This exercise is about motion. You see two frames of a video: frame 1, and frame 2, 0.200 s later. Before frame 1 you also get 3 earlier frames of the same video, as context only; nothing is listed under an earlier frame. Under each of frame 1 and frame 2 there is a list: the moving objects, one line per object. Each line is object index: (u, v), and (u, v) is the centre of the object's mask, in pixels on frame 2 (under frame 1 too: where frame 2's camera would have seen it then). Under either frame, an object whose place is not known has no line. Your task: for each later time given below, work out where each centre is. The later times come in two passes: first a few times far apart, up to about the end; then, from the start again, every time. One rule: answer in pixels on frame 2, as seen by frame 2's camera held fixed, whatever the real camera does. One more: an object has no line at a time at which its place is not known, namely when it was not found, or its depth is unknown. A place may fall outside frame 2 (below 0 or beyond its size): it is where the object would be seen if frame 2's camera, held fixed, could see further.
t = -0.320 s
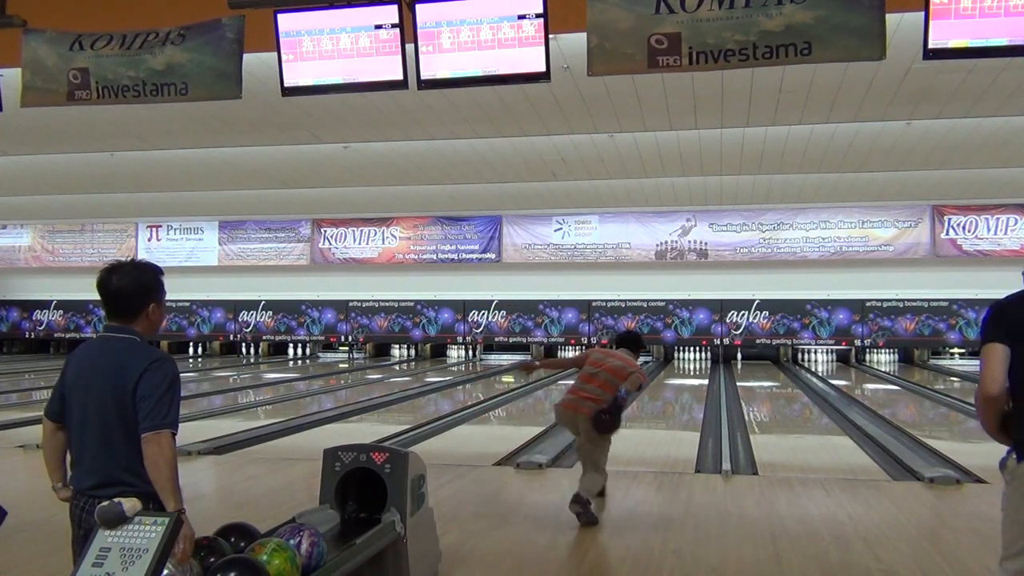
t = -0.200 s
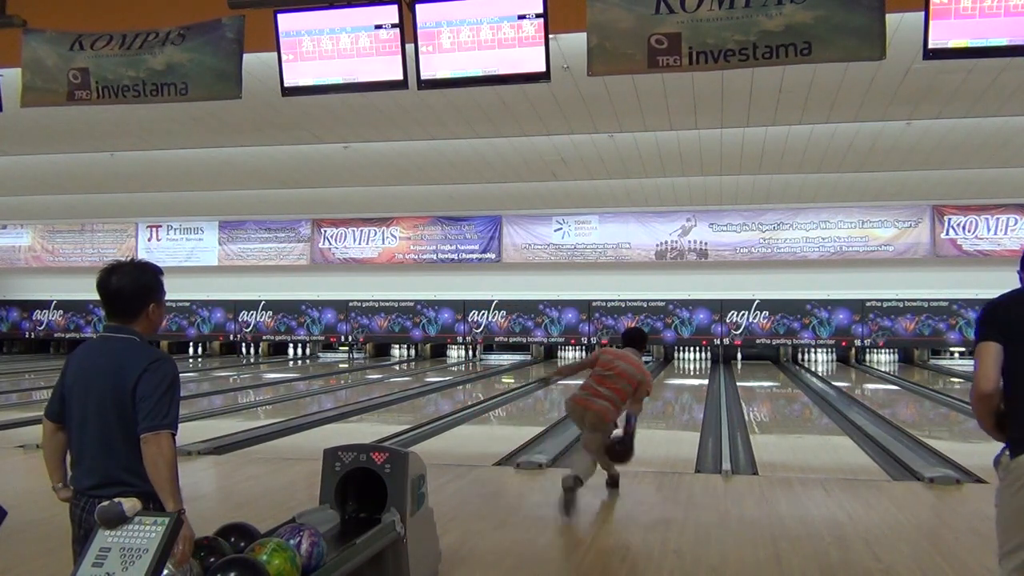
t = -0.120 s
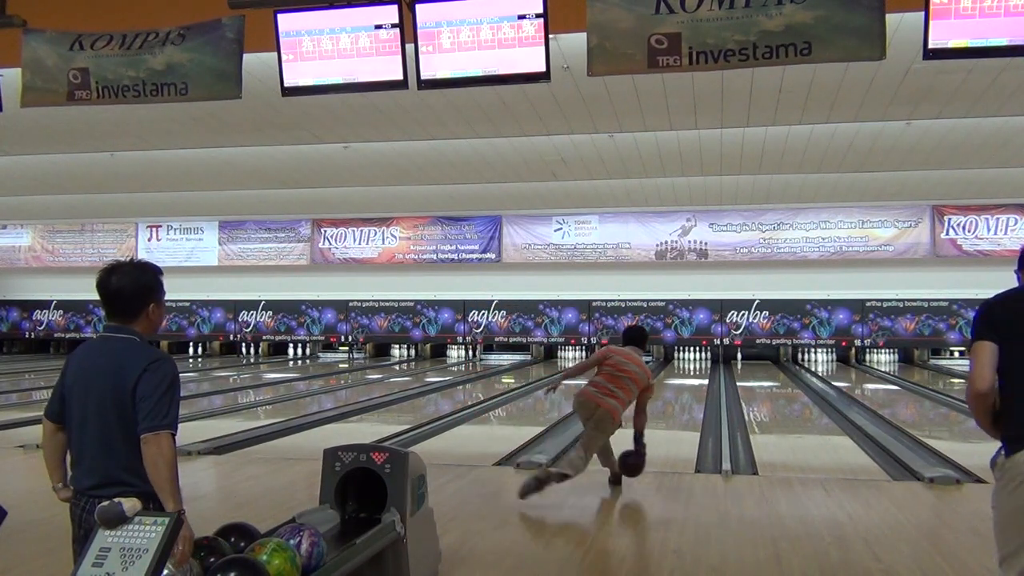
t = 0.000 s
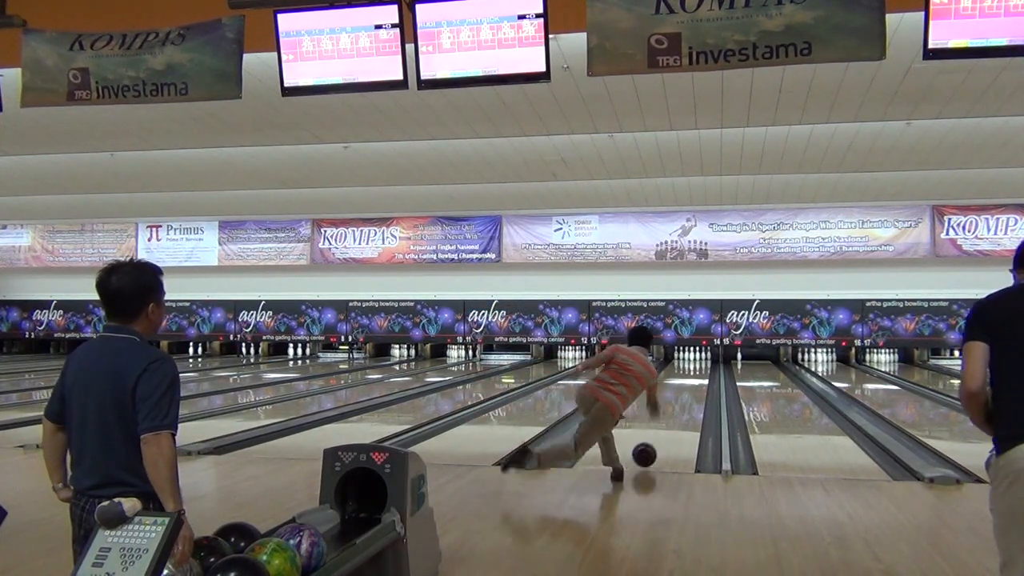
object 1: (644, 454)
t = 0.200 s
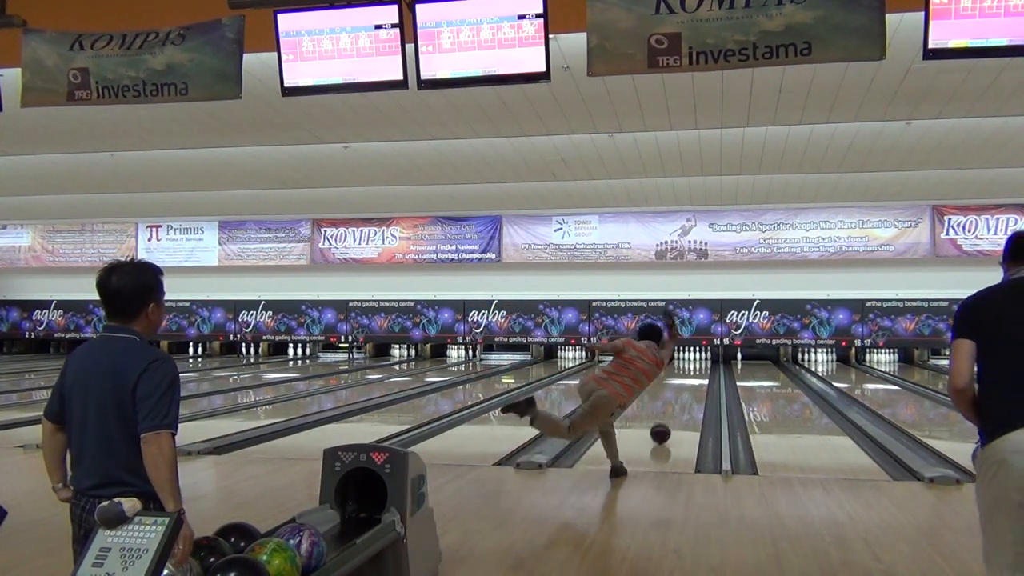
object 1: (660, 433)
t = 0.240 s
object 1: (663, 429)
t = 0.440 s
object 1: (673, 414)
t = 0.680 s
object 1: (682, 400)
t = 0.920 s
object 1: (688, 389)
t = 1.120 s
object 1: (692, 382)
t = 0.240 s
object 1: (663, 429)
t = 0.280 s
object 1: (665, 426)
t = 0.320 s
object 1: (667, 422)
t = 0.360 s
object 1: (669, 419)
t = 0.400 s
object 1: (671, 416)
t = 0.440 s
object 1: (673, 414)
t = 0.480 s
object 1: (675, 411)
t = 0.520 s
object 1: (676, 408)
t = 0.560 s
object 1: (679, 408)
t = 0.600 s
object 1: (679, 404)
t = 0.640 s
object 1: (681, 401)
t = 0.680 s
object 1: (682, 400)
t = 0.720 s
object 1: (683, 397)
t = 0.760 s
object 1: (684, 396)
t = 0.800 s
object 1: (685, 394)
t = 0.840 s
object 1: (686, 392)
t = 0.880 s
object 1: (687, 390)
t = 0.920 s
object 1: (688, 389)
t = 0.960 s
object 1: (689, 387)
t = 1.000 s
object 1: (690, 386)
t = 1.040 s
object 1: (690, 384)
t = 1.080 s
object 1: (691, 383)
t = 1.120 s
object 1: (692, 382)
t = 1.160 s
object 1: (693, 381)
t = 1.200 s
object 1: (693, 379)
